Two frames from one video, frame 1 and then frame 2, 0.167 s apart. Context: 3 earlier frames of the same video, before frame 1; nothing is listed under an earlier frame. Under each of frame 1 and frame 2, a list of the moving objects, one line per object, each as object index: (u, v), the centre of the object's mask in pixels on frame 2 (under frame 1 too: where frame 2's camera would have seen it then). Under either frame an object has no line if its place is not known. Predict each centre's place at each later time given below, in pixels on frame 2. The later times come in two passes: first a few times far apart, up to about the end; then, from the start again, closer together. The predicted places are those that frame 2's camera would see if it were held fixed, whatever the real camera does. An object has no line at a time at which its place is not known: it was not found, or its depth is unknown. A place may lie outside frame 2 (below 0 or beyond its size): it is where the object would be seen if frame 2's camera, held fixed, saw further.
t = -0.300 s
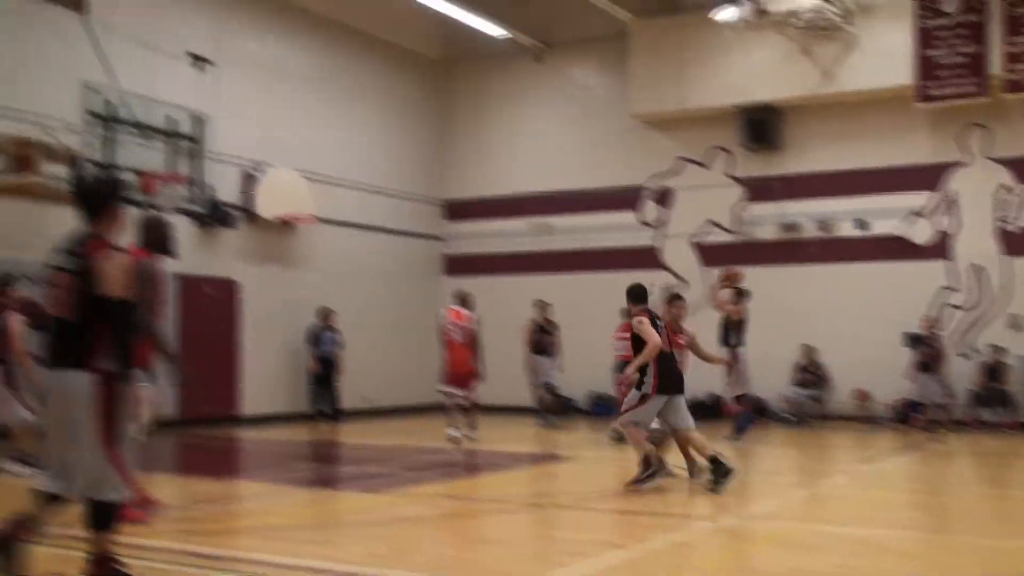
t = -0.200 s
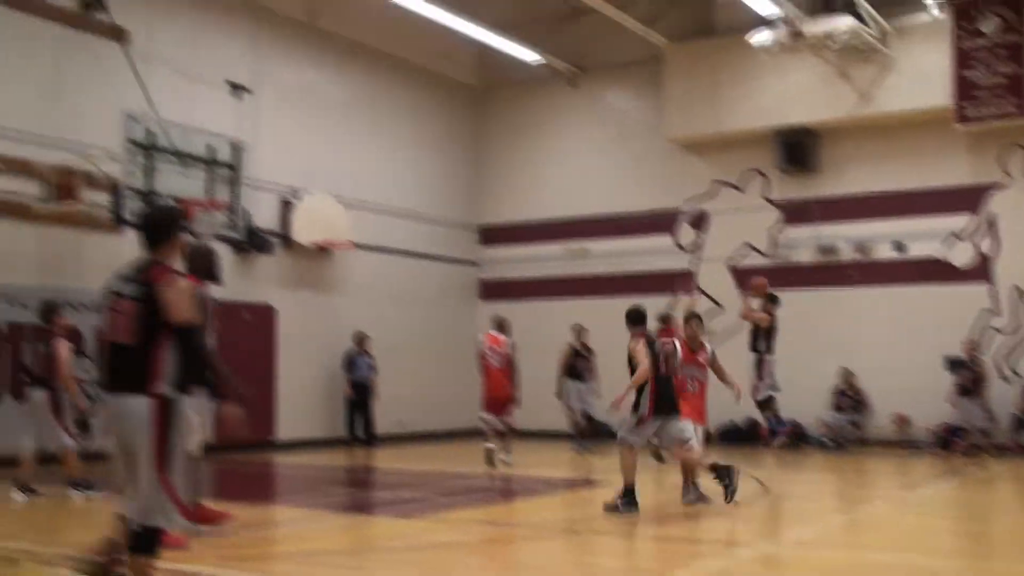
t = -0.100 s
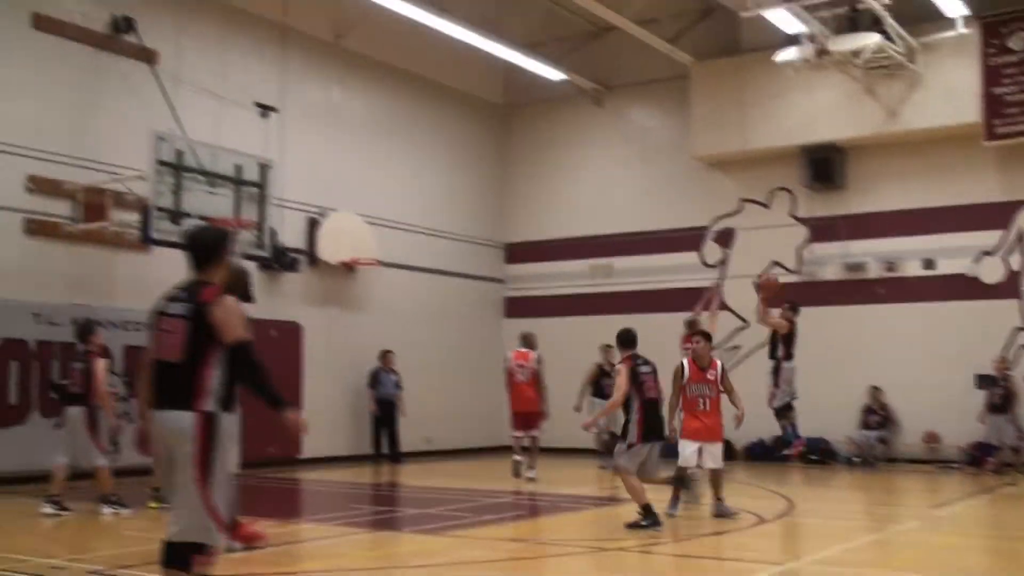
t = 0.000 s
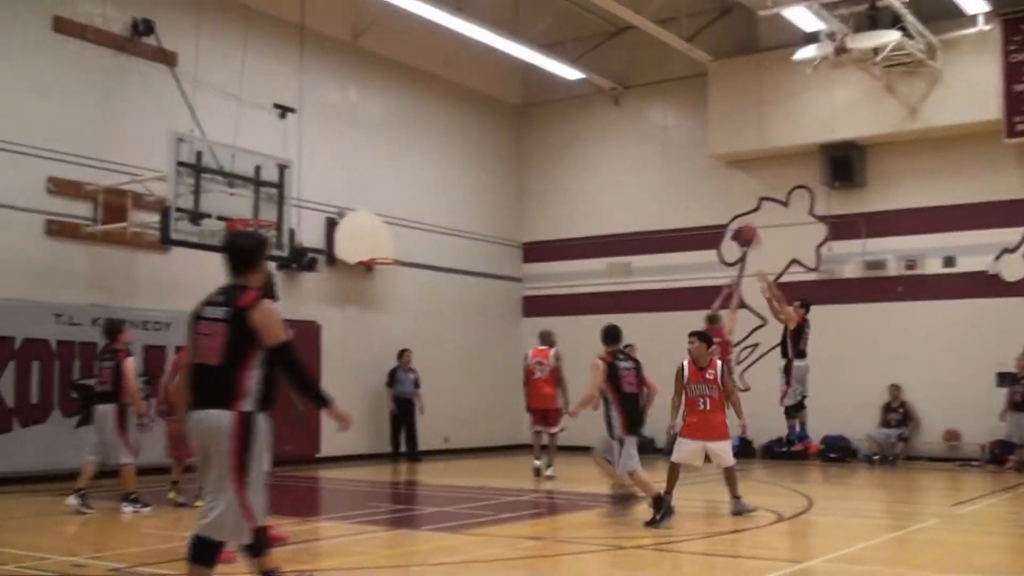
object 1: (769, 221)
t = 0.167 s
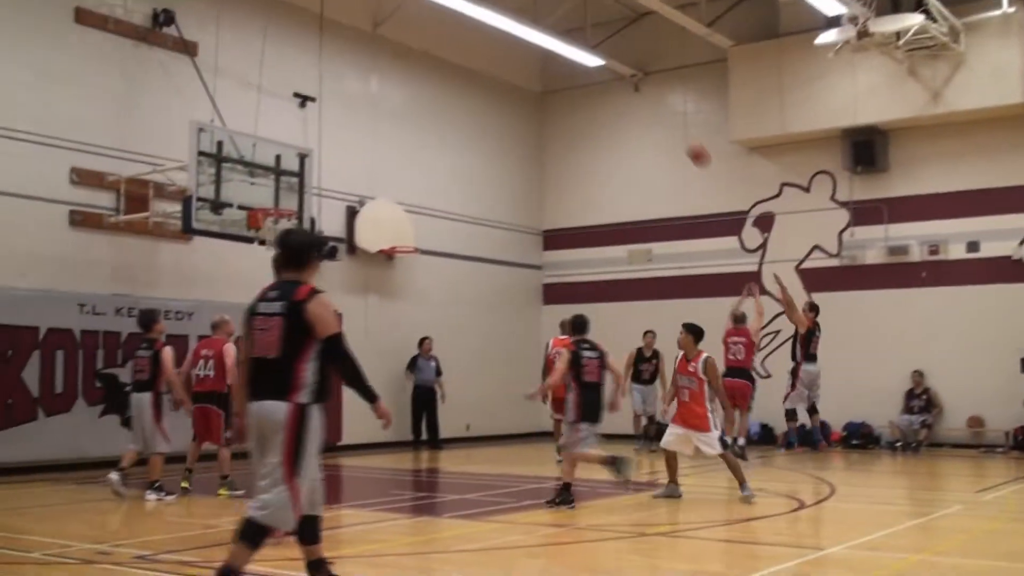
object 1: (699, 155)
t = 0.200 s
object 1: (684, 145)
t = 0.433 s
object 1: (587, 95)
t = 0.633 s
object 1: (511, 87)
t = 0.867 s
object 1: (414, 117)
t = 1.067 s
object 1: (334, 176)
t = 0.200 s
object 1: (684, 145)
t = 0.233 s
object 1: (670, 135)
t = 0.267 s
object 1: (656, 127)
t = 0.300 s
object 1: (643, 119)
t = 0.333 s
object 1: (628, 112)
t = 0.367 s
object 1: (615, 105)
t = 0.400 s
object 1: (601, 98)
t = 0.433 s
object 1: (587, 95)
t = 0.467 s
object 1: (575, 92)
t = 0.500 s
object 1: (564, 89)
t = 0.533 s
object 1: (550, 87)
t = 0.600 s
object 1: (523, 86)
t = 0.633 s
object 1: (511, 87)
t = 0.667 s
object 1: (496, 88)
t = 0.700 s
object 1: (479, 90)
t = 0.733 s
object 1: (466, 94)
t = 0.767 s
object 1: (452, 99)
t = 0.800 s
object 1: (440, 104)
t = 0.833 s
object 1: (427, 110)
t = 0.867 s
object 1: (414, 117)
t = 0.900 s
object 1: (401, 125)
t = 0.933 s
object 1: (388, 134)
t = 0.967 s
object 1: (374, 143)
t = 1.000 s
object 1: (361, 153)
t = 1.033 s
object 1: (347, 165)
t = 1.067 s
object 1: (334, 176)
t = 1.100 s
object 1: (321, 189)
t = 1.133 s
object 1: (308, 203)
